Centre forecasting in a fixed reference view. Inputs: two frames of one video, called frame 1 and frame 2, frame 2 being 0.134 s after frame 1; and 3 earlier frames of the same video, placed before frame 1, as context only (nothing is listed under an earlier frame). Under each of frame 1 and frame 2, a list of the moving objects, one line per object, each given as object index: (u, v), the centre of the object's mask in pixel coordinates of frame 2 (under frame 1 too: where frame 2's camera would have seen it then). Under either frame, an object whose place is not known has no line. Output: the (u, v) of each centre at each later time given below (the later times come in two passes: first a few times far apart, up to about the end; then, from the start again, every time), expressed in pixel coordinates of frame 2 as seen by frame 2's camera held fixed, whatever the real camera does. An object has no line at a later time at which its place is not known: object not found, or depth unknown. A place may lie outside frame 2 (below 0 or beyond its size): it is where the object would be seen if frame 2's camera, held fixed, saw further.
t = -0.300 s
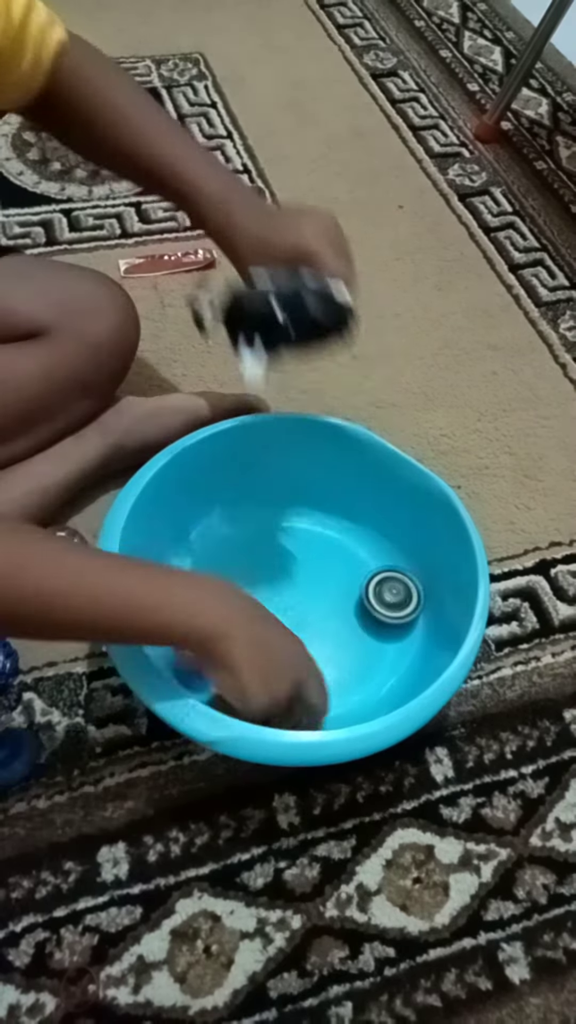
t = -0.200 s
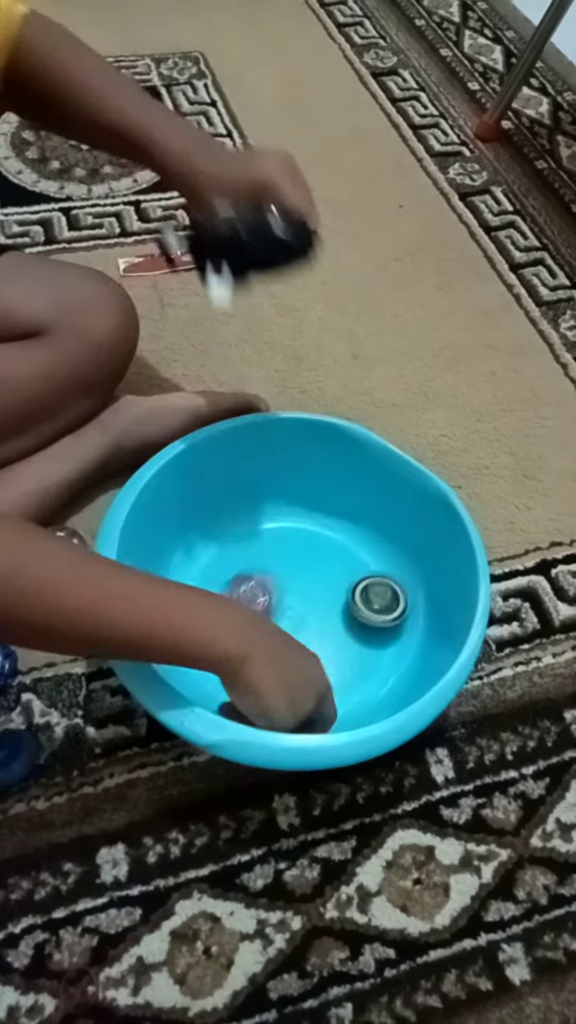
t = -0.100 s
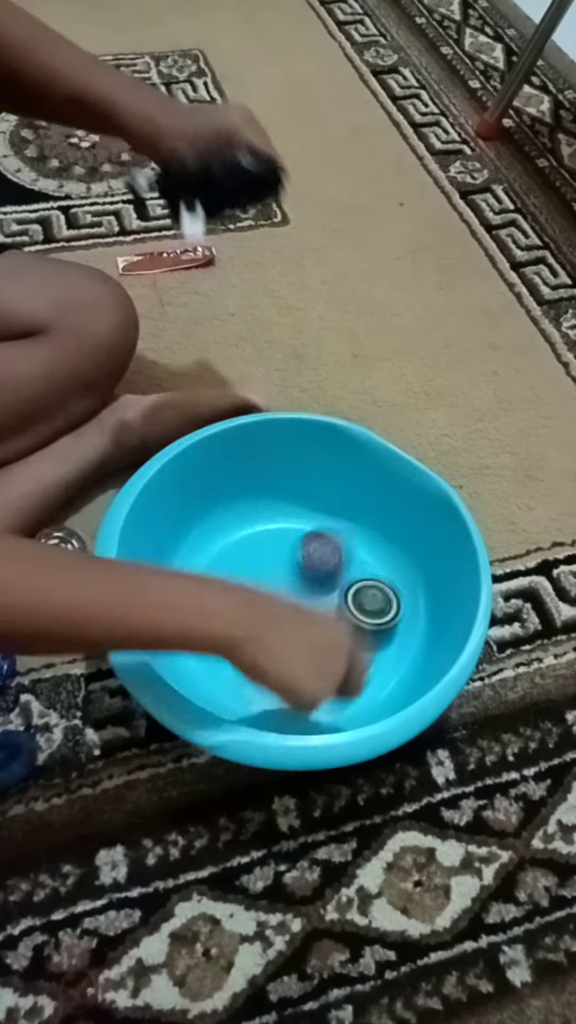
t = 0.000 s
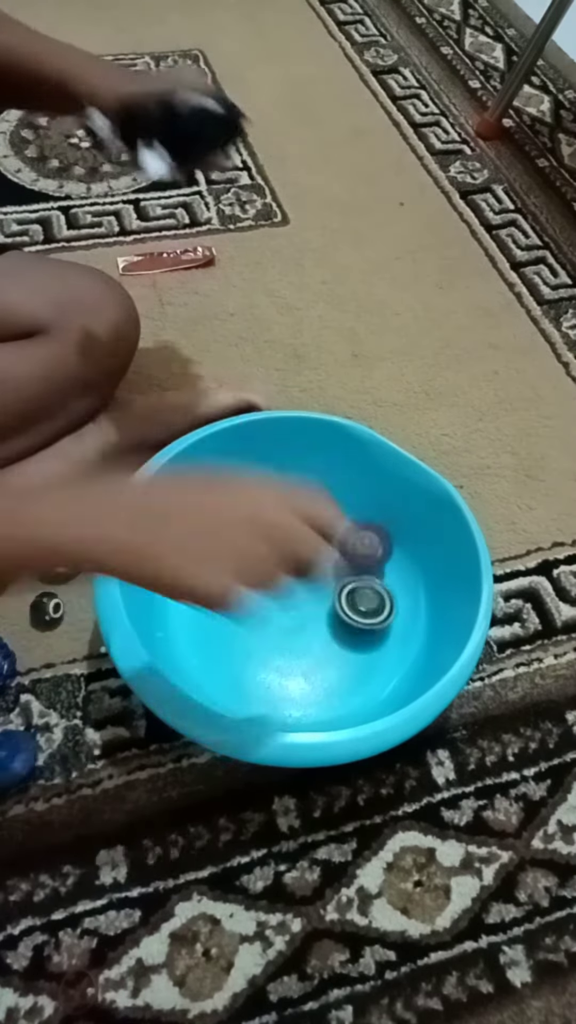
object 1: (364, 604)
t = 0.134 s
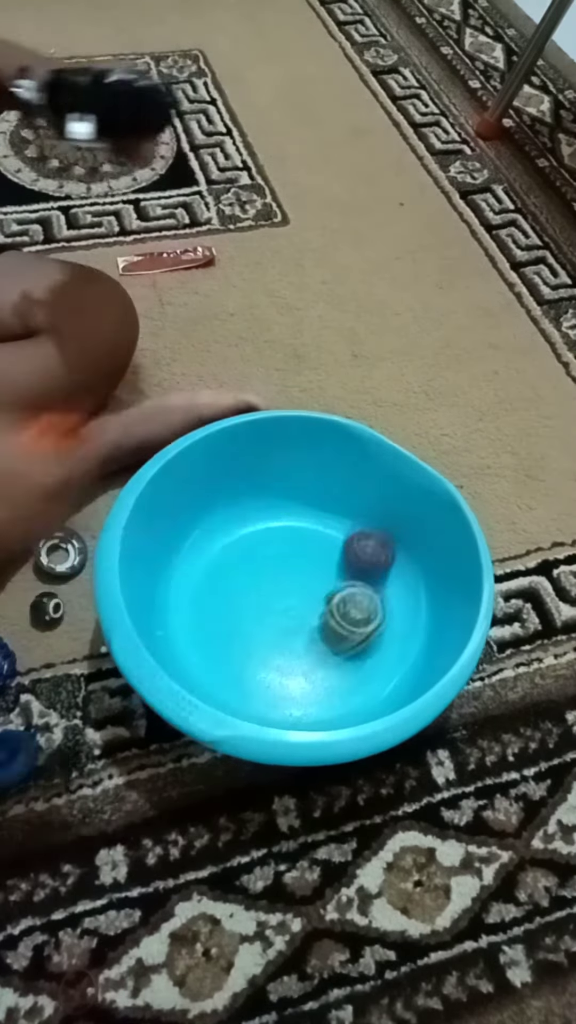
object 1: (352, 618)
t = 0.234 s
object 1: (276, 708)
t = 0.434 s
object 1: (194, 656)
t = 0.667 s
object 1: (192, 649)
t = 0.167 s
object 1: (324, 658)
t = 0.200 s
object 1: (293, 701)
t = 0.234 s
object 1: (276, 708)
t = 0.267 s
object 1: (262, 701)
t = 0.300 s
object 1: (244, 694)
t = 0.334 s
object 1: (229, 683)
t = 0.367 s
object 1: (213, 673)
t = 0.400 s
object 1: (201, 664)
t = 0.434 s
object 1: (194, 656)
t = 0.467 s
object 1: (193, 647)
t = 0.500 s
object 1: (189, 644)
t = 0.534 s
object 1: (186, 644)
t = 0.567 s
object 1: (188, 648)
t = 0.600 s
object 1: (191, 650)
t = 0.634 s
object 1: (192, 650)
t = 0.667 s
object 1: (192, 649)
